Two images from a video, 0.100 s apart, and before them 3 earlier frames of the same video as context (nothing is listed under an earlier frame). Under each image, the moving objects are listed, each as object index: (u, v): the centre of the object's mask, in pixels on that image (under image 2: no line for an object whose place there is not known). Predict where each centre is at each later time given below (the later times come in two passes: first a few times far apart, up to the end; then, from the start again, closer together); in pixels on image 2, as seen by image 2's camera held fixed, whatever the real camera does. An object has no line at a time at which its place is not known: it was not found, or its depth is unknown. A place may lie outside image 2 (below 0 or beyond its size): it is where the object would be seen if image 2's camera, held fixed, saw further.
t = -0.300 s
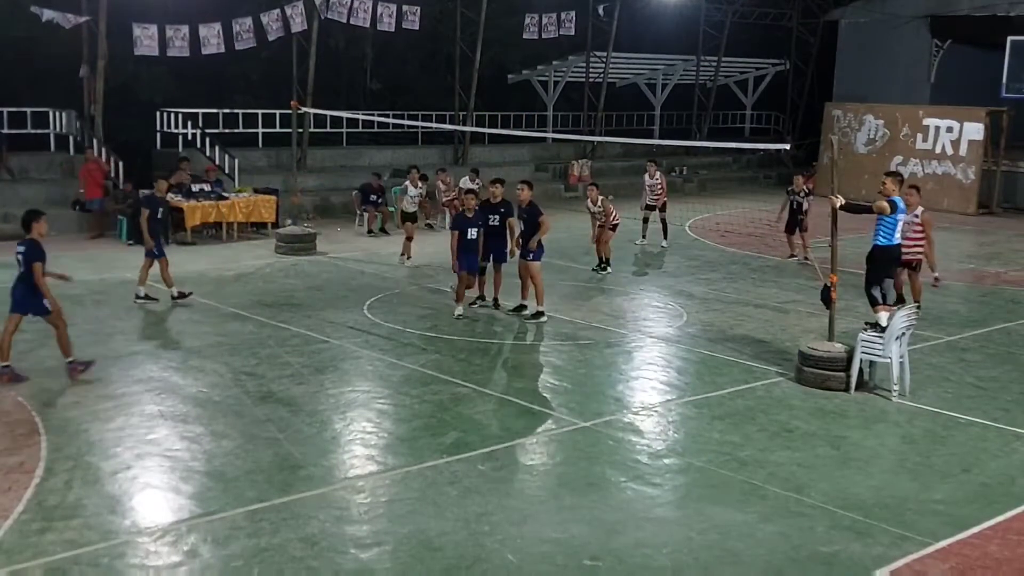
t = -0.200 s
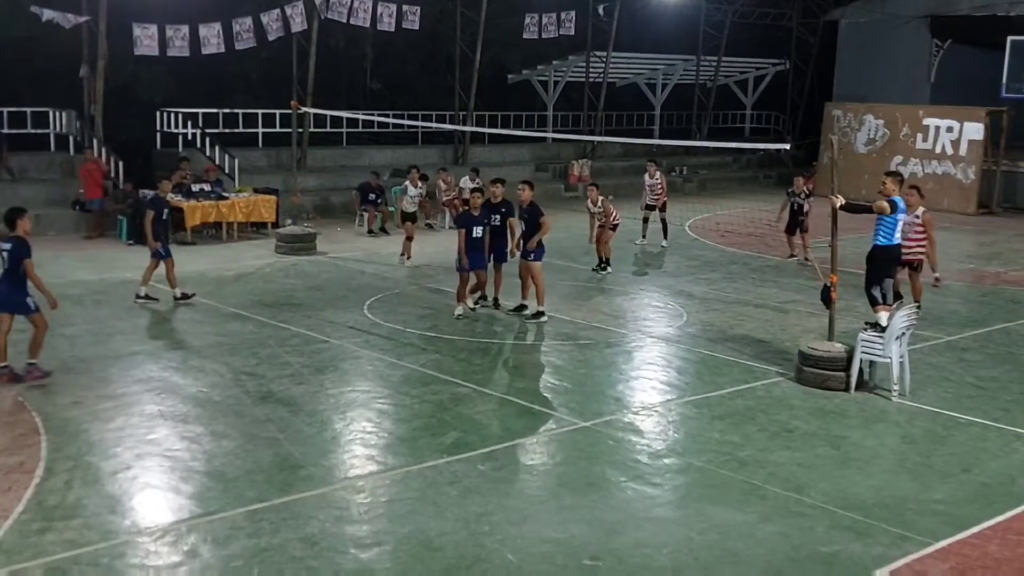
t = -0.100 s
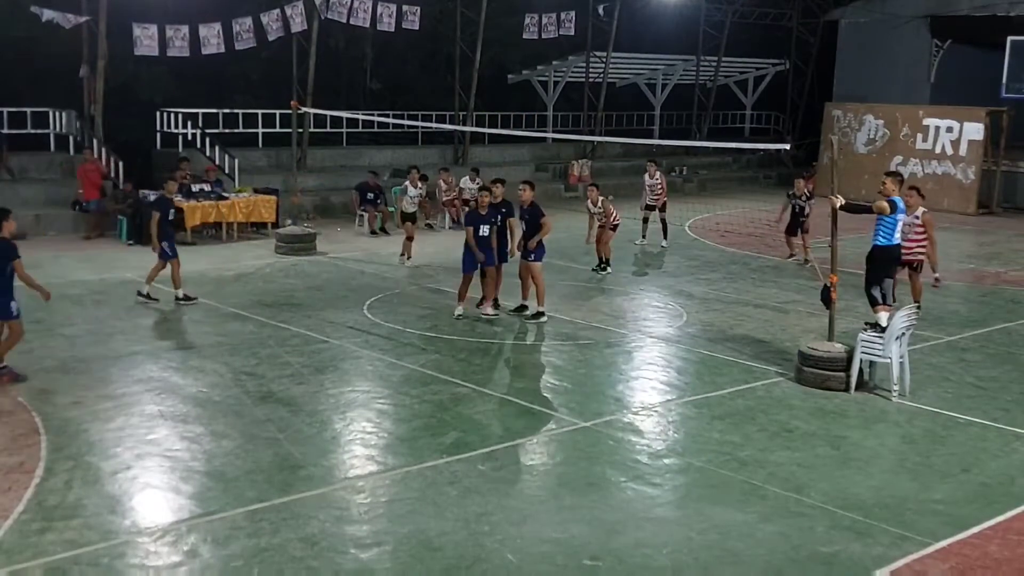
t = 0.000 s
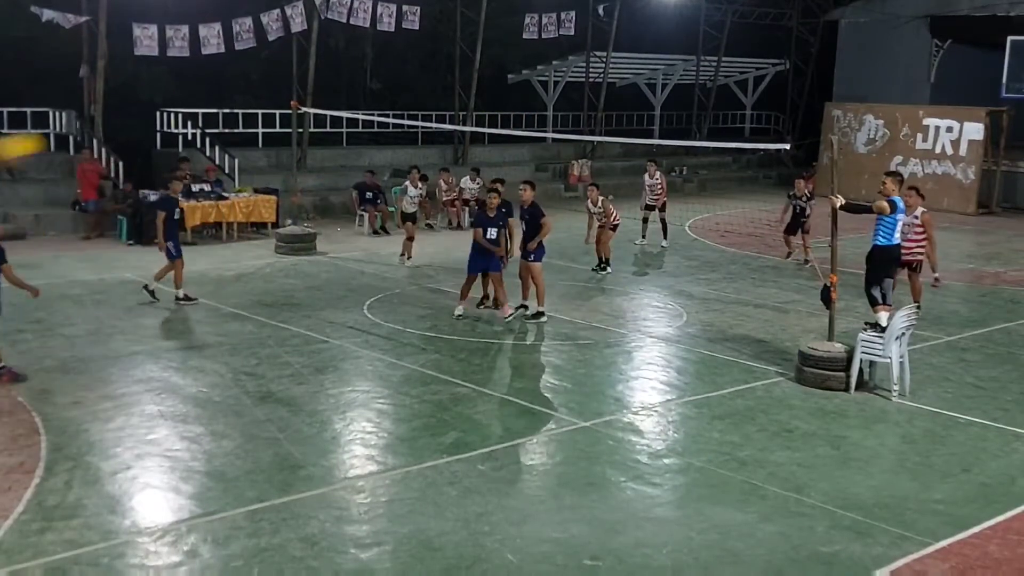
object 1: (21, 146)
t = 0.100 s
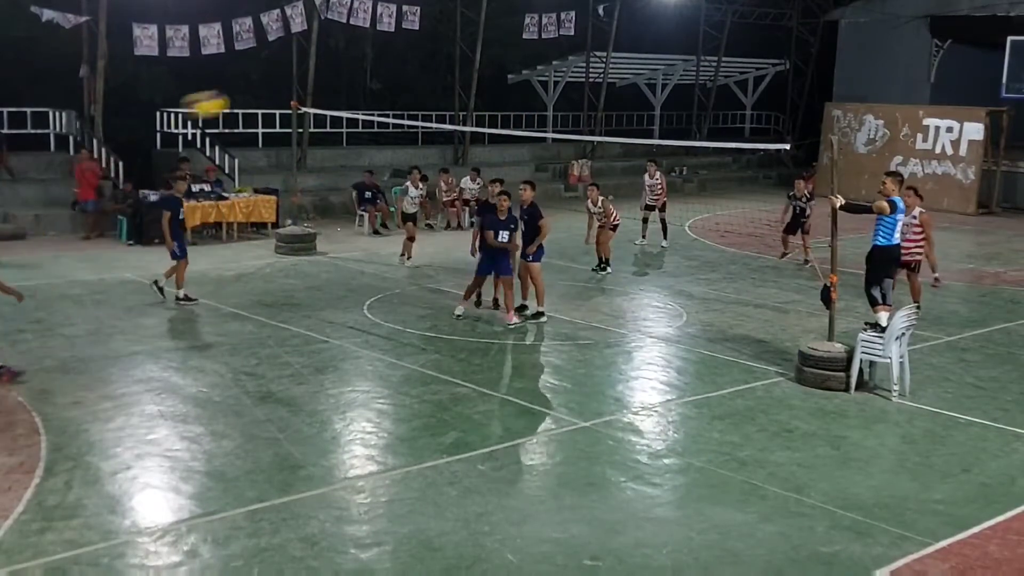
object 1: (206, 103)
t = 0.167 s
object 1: (305, 88)
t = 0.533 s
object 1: (641, 90)
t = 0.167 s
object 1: (305, 88)
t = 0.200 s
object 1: (349, 82)
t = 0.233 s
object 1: (389, 78)
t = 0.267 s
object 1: (427, 75)
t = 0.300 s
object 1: (461, 74)
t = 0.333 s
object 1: (493, 74)
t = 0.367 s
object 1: (523, 75)
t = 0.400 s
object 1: (550, 77)
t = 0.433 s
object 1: (575, 80)
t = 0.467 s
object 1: (599, 84)
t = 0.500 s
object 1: (620, 86)
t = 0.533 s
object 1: (641, 90)
